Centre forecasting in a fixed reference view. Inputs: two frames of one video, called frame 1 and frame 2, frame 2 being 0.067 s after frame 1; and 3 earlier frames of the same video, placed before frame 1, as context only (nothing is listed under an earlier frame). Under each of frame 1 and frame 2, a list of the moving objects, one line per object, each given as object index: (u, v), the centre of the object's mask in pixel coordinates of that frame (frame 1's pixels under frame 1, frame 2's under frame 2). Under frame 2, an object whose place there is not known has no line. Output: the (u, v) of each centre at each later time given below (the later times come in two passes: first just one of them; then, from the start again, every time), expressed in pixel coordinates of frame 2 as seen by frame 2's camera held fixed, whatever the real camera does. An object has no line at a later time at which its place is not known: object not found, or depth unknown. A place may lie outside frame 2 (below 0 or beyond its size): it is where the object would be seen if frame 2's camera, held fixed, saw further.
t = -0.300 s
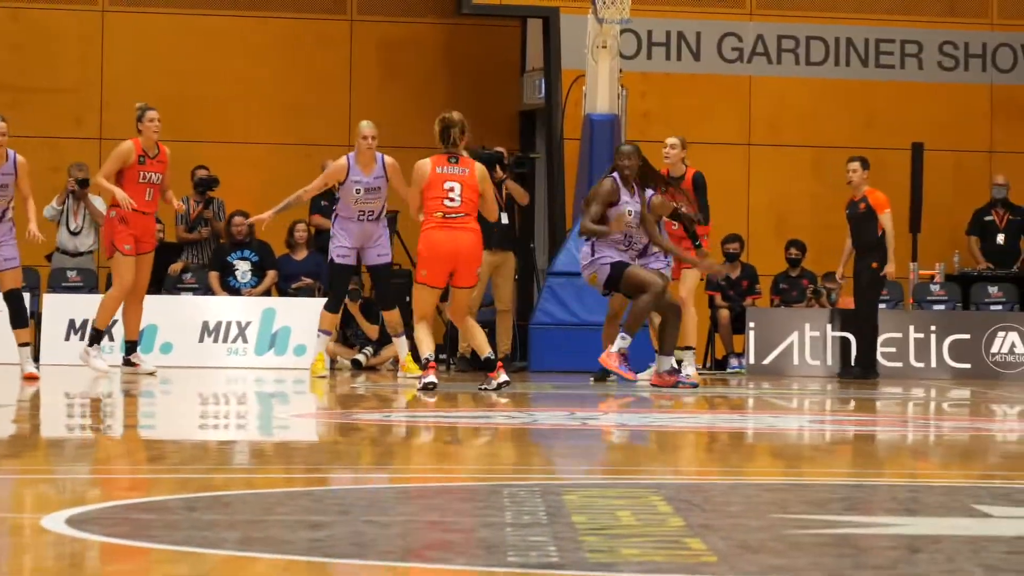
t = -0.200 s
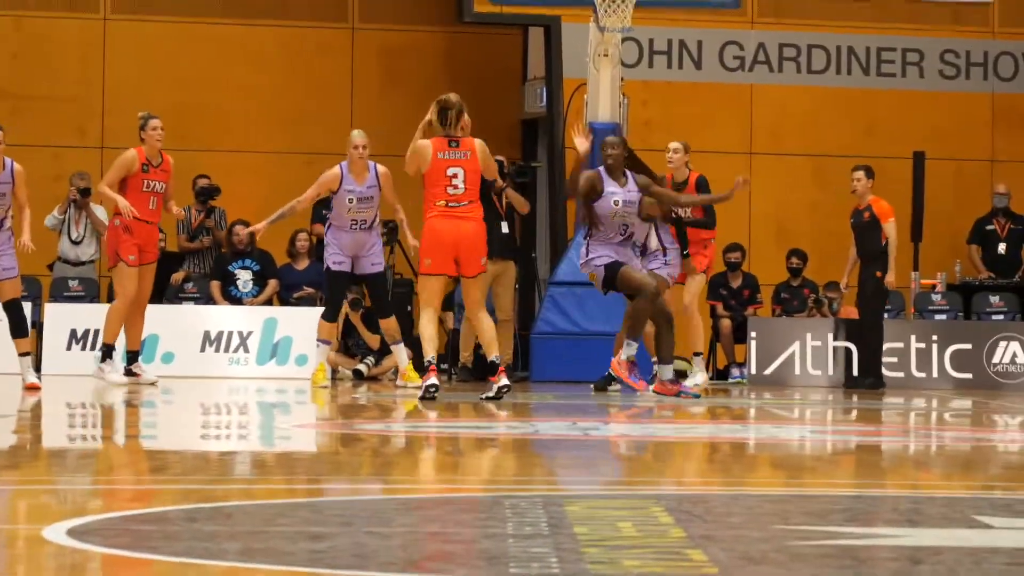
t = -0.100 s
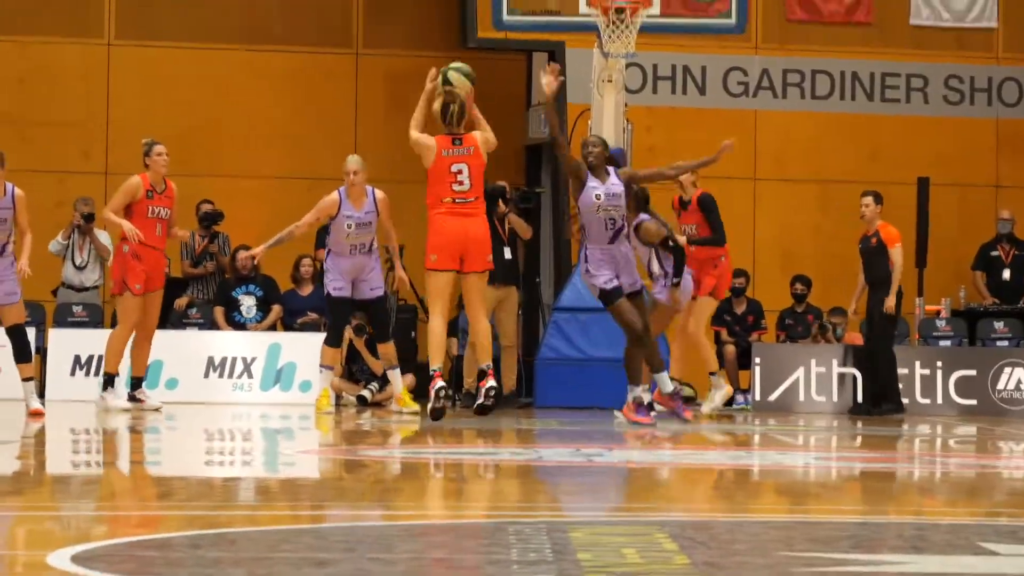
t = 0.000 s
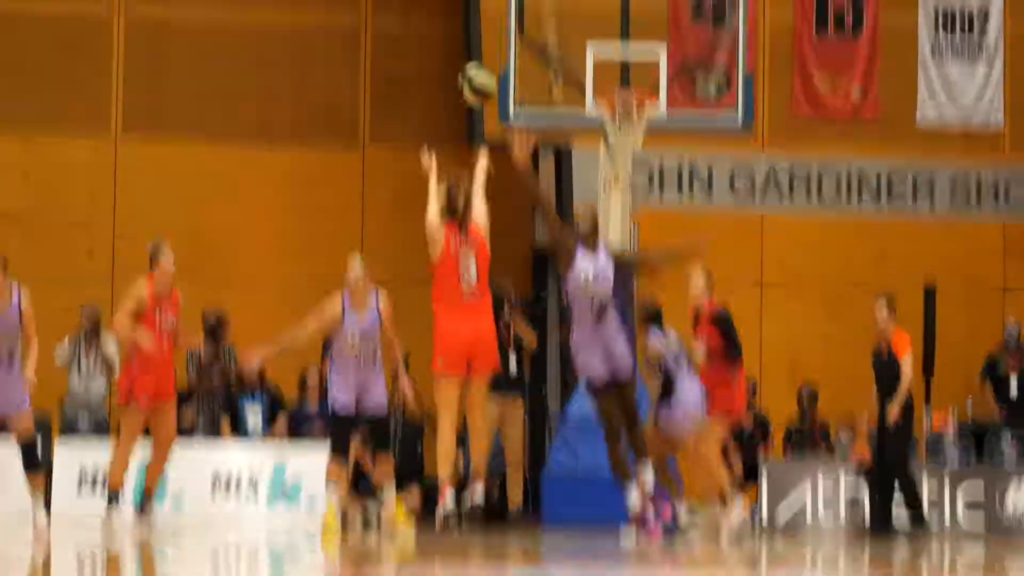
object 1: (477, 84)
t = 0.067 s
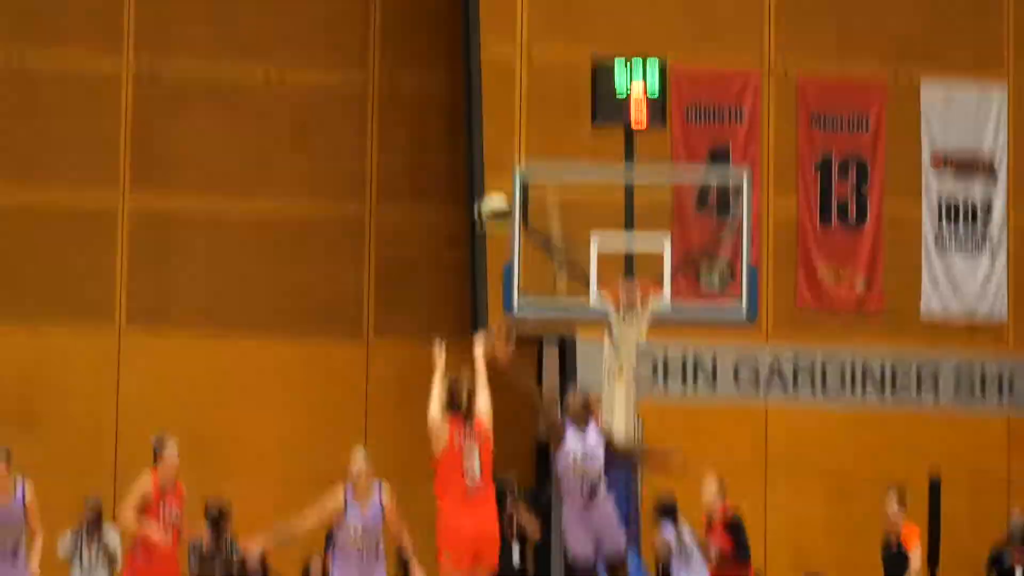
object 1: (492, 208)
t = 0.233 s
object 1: (518, 119)
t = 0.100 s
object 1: (498, 187)
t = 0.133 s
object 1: (502, 169)
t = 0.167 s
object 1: (508, 154)
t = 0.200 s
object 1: (513, 136)
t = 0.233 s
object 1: (518, 119)
